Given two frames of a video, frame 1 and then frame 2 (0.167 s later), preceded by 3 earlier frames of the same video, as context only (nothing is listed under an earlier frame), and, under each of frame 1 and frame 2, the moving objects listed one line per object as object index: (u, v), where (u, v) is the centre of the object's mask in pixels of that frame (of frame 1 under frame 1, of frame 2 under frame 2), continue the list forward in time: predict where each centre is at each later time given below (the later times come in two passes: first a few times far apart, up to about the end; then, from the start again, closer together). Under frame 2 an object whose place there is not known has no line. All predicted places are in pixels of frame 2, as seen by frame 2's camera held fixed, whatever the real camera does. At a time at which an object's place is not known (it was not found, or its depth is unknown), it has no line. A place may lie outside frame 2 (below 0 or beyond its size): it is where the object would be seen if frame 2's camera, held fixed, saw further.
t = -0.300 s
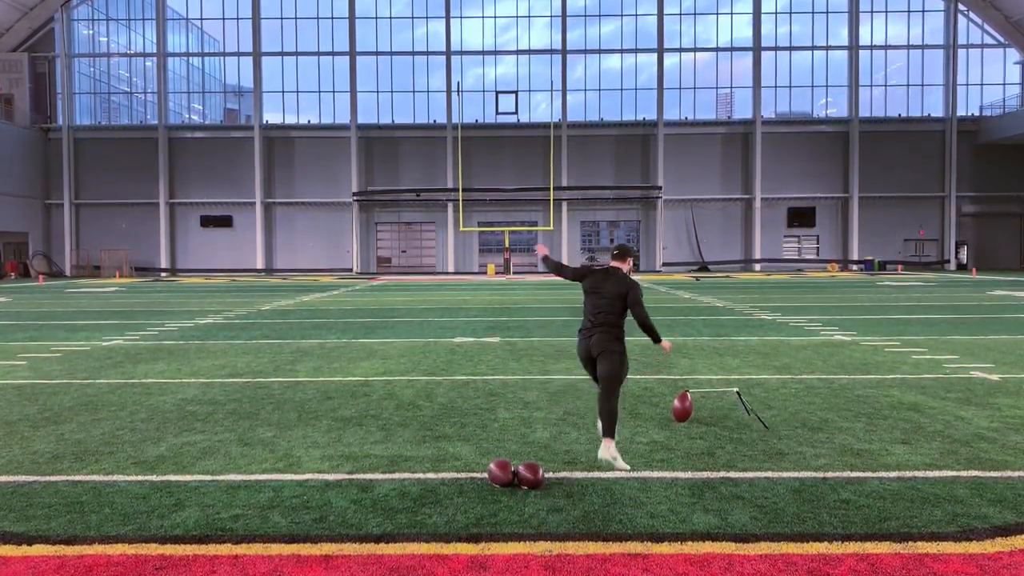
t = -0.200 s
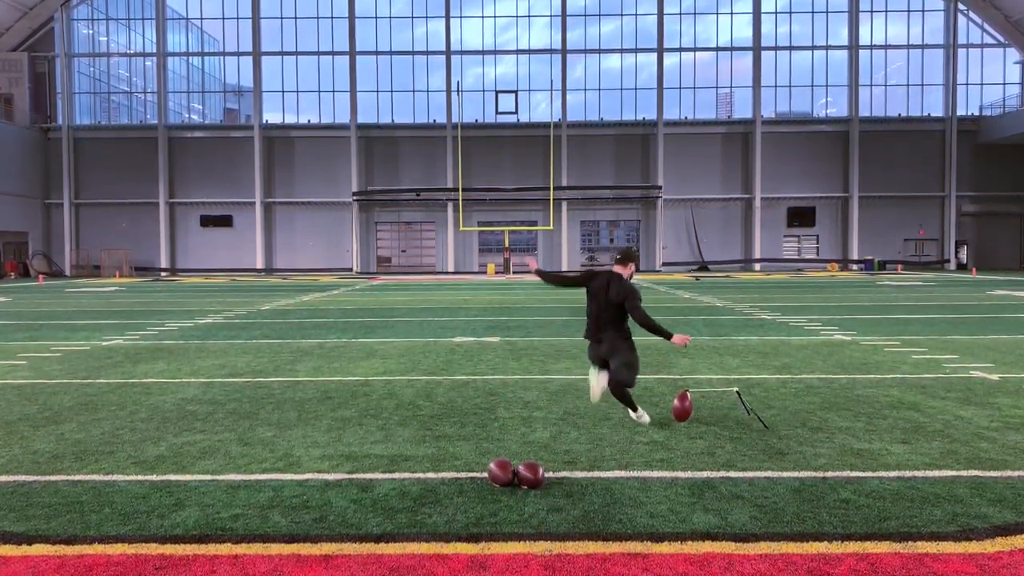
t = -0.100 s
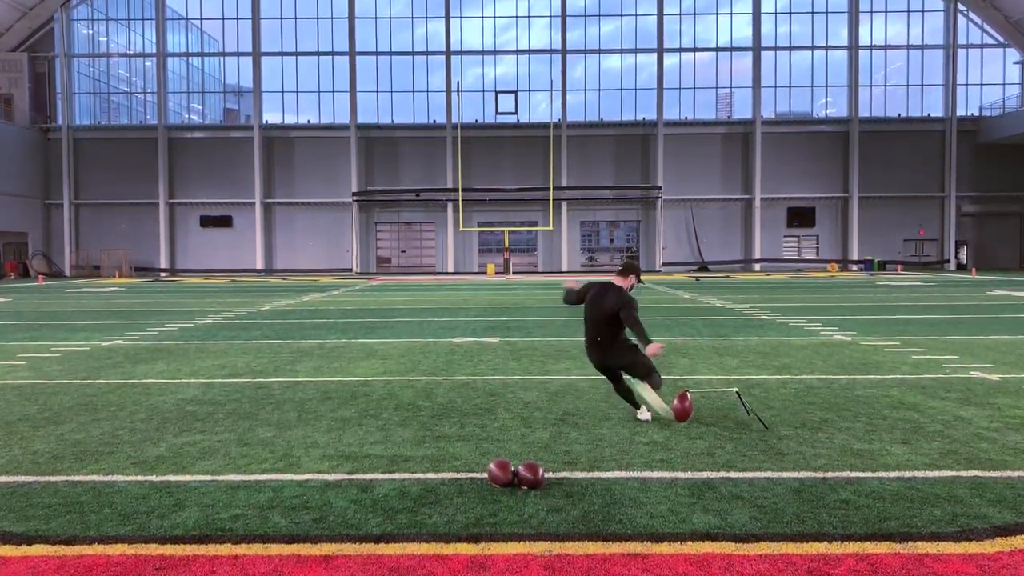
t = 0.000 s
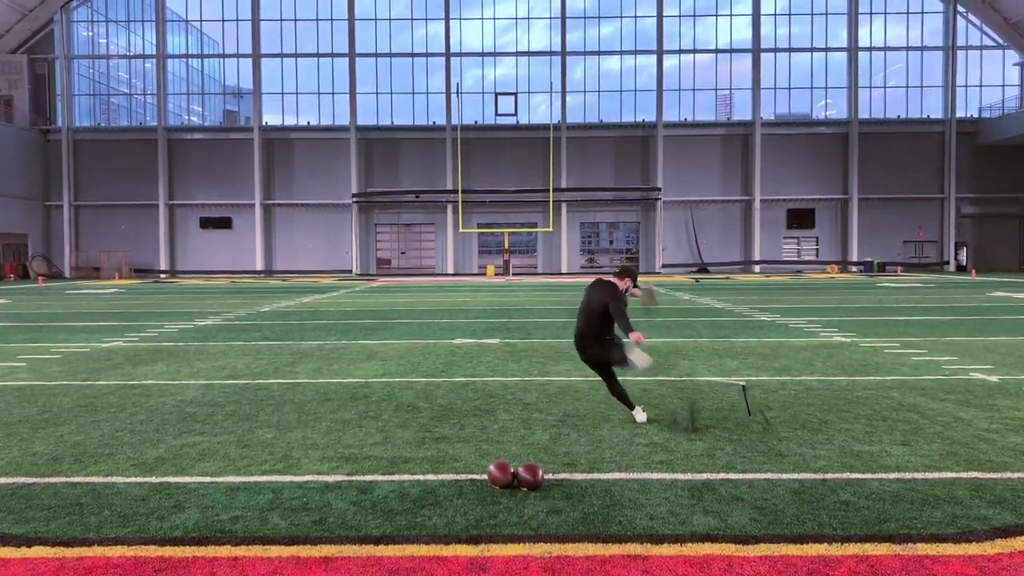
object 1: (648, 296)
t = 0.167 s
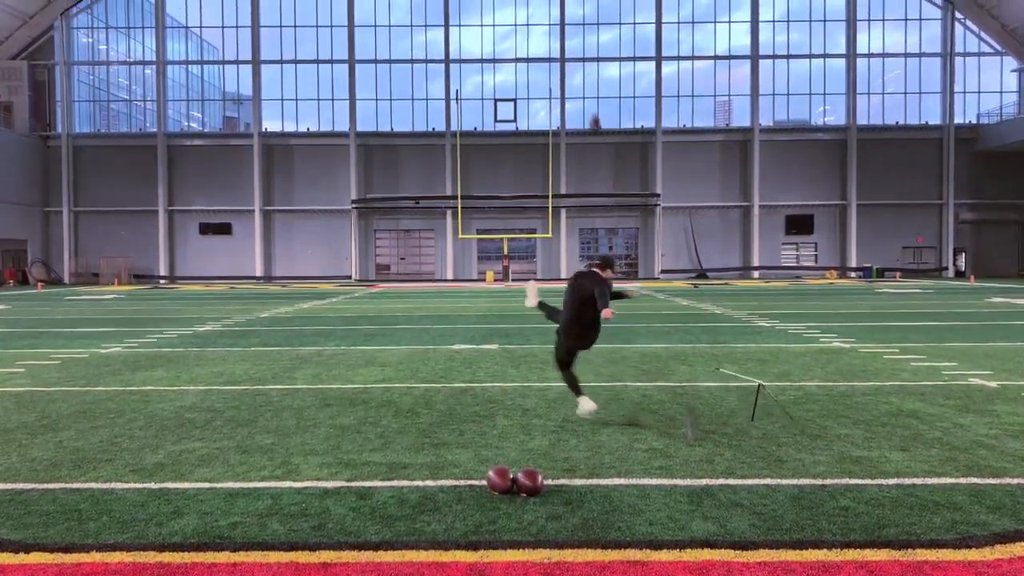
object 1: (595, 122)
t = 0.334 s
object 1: (574, 37)
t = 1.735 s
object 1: (545, -19)
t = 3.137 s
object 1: (534, 190)
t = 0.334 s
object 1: (574, 37)
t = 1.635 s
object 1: (546, -29)
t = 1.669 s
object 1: (545, -26)
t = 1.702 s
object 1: (545, -22)
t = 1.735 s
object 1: (545, -19)
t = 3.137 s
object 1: (534, 190)
